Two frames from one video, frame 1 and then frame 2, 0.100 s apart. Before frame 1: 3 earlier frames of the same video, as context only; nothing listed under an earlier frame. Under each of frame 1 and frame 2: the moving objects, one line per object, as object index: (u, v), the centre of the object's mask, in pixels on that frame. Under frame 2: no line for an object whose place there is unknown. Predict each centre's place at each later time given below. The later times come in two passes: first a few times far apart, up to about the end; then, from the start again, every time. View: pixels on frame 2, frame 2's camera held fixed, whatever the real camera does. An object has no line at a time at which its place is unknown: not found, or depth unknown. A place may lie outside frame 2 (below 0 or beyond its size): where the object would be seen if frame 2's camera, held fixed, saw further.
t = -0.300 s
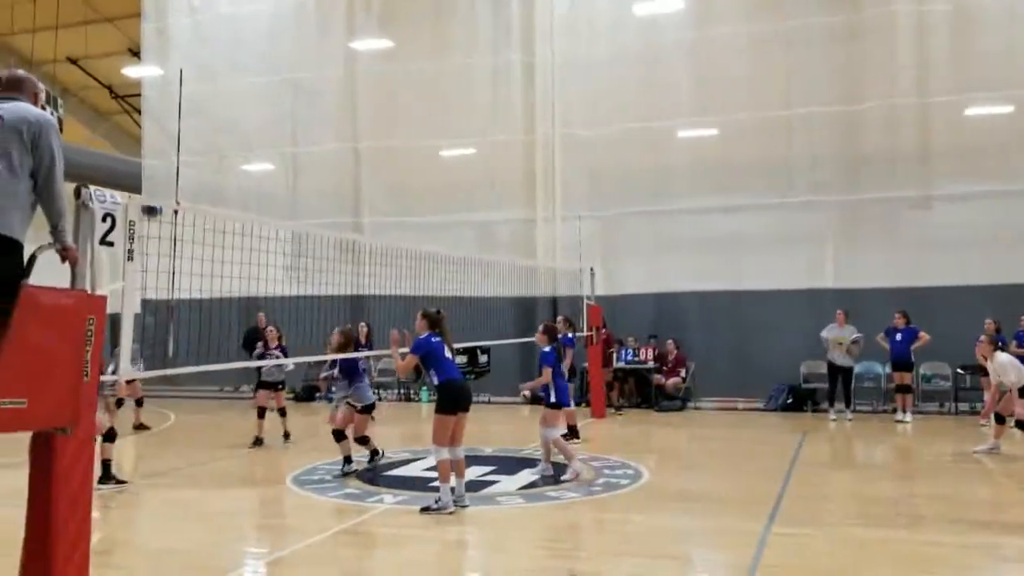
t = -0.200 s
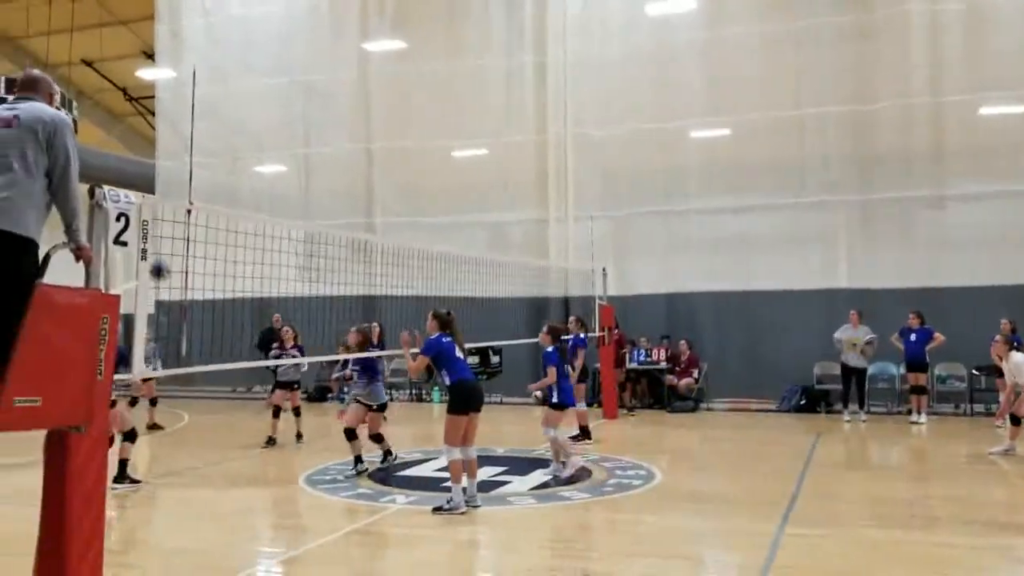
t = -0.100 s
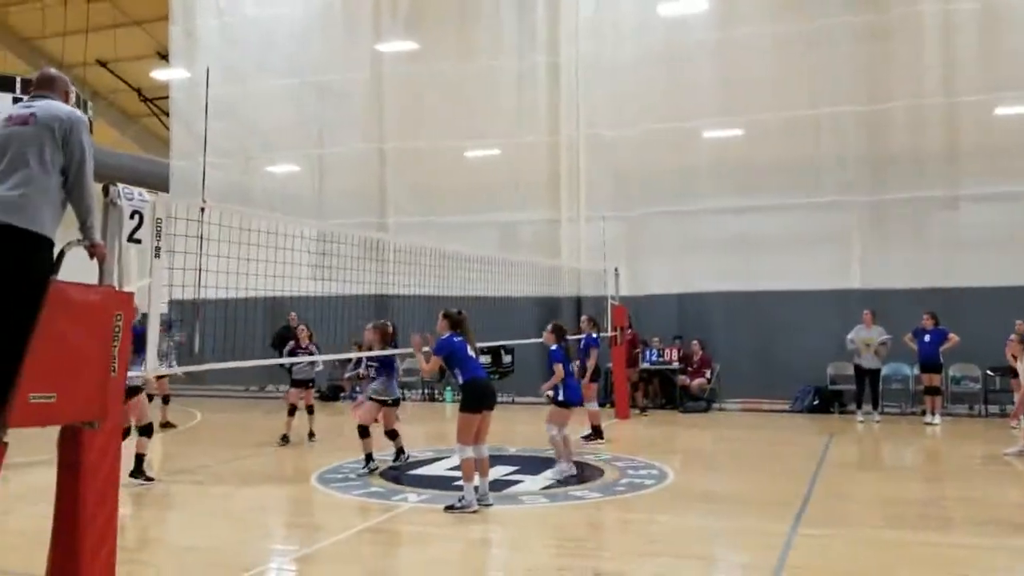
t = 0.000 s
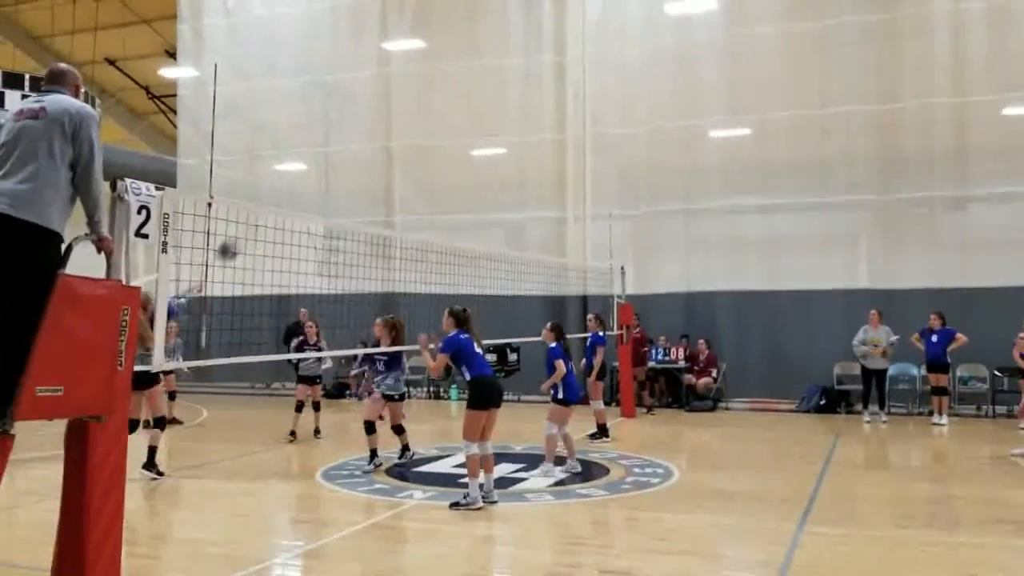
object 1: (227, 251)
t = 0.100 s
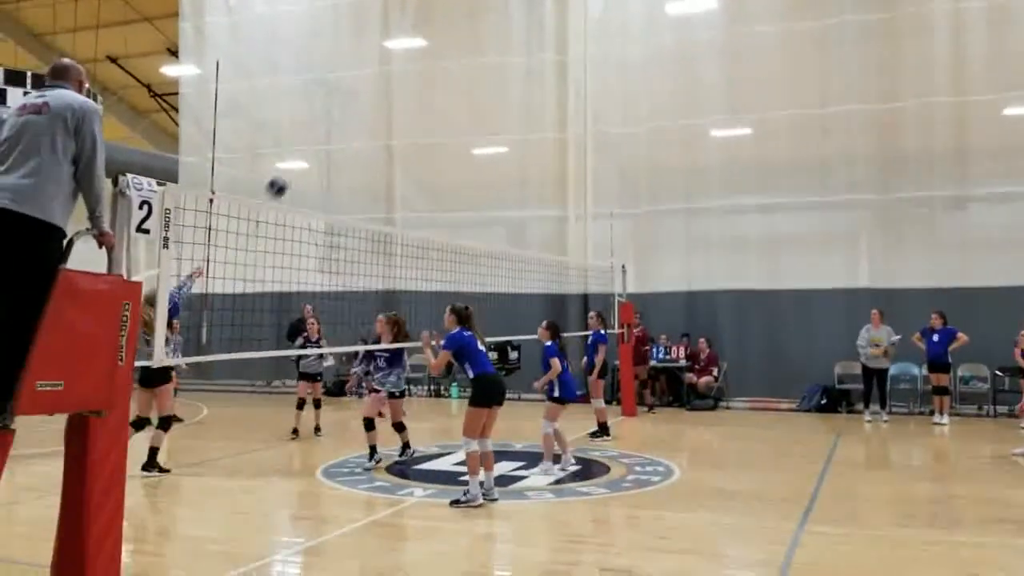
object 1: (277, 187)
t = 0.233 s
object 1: (340, 122)
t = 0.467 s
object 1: (450, 47)
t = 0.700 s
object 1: (560, 26)
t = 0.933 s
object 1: (667, 56)
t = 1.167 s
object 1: (773, 141)
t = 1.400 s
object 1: (879, 280)
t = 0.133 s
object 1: (292, 170)
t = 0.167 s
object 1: (308, 152)
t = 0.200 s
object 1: (324, 137)
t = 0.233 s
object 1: (340, 122)
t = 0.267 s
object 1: (355, 108)
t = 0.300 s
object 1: (371, 95)
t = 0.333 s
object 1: (387, 83)
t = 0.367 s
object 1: (403, 72)
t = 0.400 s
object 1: (418, 63)
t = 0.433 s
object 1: (434, 54)
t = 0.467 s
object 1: (450, 47)
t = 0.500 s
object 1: (466, 41)
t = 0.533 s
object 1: (482, 36)
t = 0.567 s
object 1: (497, 32)
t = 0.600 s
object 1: (513, 29)
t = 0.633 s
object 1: (528, 27)
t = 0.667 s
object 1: (544, 26)
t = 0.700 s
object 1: (560, 26)
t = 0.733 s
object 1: (575, 28)
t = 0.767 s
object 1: (591, 30)
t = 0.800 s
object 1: (606, 33)
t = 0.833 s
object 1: (621, 37)
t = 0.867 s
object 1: (636, 43)
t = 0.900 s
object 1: (651, 49)
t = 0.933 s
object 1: (667, 56)
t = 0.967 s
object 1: (682, 66)
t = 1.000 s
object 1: (698, 76)
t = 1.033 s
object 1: (713, 87)
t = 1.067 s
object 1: (729, 99)
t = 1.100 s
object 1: (744, 112)
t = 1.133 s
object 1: (759, 127)
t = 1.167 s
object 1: (773, 141)
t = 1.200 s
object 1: (789, 158)
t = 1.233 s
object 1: (804, 174)
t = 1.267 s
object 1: (820, 194)
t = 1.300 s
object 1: (835, 214)
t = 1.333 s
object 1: (850, 236)
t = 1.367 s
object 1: (866, 258)
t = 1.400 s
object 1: (879, 280)
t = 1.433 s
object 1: (899, 302)
